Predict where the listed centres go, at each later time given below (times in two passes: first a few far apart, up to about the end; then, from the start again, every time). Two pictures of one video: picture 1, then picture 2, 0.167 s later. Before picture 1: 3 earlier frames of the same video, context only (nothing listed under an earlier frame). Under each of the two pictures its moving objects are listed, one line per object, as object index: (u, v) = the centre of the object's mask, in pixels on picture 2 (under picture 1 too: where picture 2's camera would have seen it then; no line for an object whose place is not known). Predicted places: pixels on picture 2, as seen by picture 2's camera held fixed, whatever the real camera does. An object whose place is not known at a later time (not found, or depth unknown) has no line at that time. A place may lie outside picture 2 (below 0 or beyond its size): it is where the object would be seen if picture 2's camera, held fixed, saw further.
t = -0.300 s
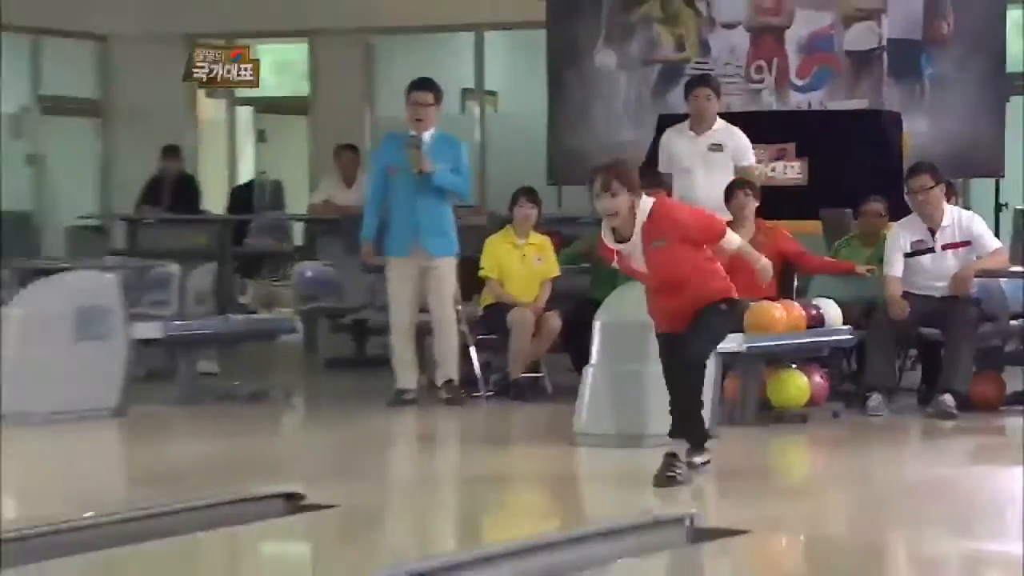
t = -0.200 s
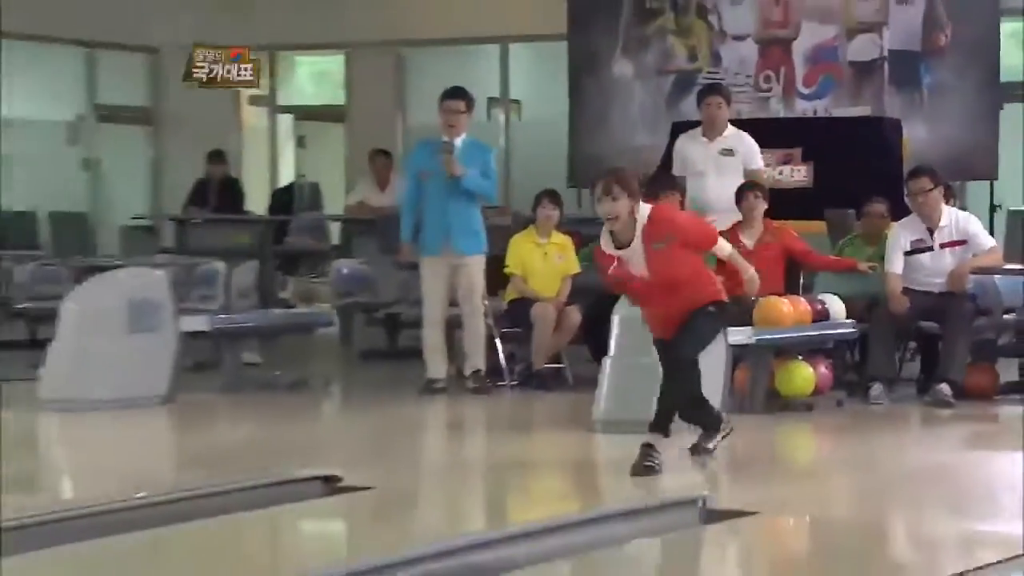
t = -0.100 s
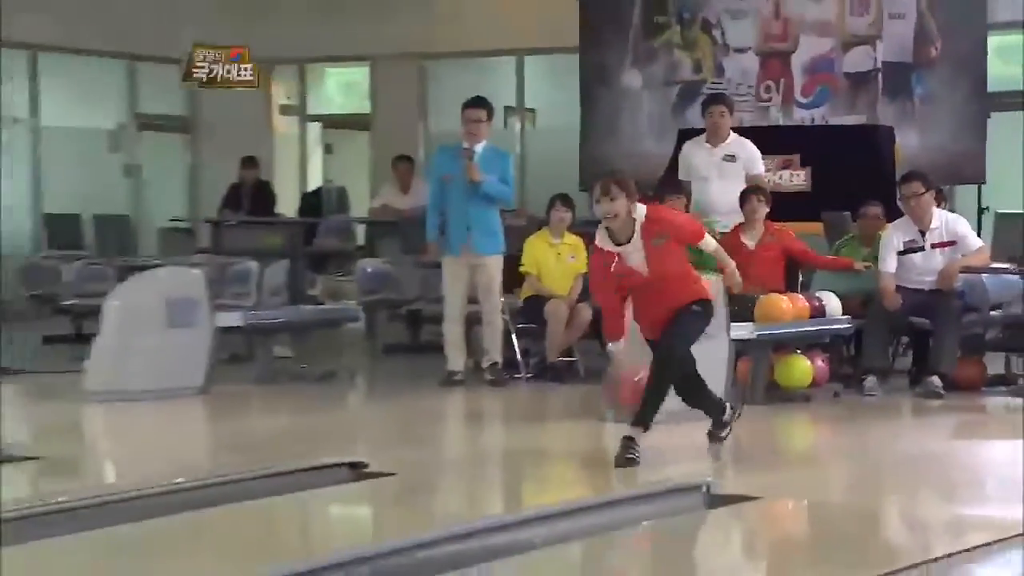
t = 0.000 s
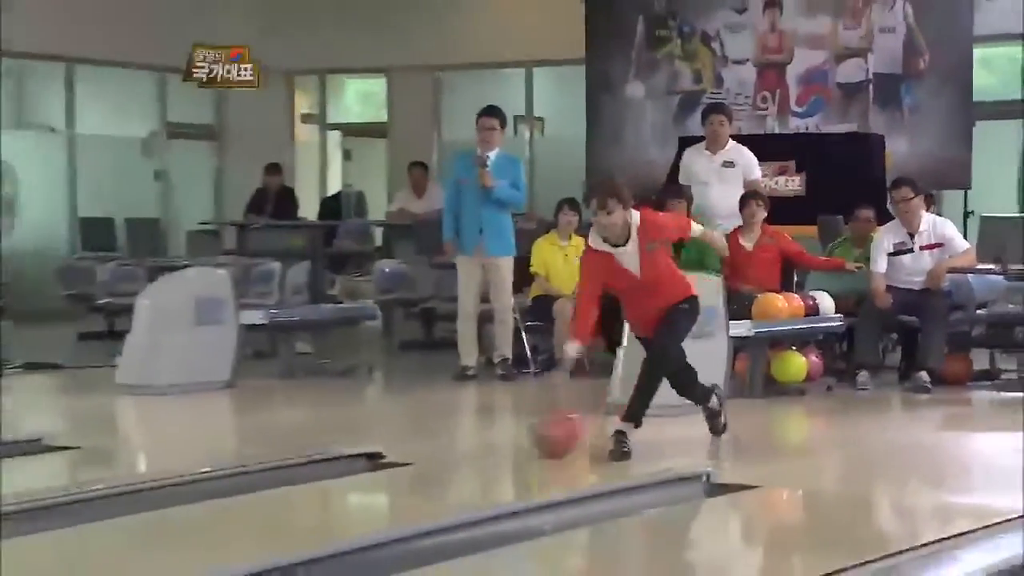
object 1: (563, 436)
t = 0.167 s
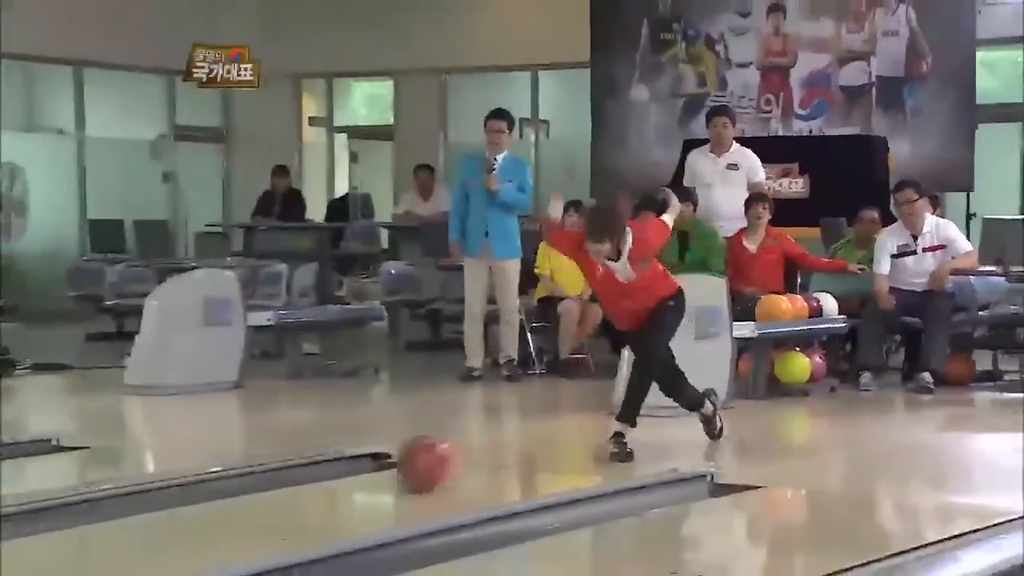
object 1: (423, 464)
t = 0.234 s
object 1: (358, 478)
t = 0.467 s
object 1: (49, 546)
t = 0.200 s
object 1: (393, 470)
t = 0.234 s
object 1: (358, 478)
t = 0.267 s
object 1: (323, 489)
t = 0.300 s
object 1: (282, 498)
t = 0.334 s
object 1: (241, 507)
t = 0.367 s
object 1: (197, 517)
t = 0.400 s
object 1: (148, 529)
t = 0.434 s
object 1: (100, 538)
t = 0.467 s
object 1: (49, 546)
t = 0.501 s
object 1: (20, 552)
